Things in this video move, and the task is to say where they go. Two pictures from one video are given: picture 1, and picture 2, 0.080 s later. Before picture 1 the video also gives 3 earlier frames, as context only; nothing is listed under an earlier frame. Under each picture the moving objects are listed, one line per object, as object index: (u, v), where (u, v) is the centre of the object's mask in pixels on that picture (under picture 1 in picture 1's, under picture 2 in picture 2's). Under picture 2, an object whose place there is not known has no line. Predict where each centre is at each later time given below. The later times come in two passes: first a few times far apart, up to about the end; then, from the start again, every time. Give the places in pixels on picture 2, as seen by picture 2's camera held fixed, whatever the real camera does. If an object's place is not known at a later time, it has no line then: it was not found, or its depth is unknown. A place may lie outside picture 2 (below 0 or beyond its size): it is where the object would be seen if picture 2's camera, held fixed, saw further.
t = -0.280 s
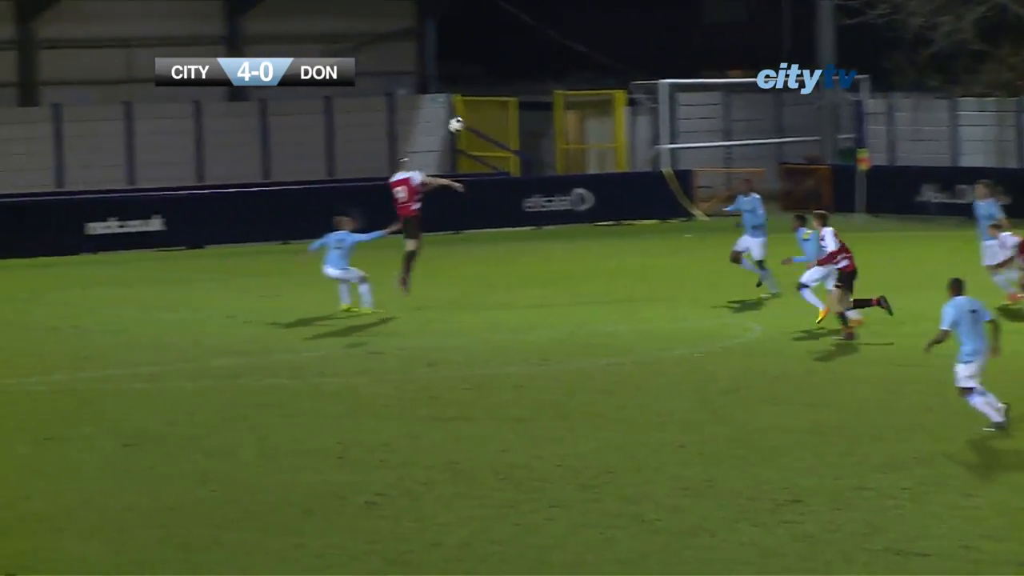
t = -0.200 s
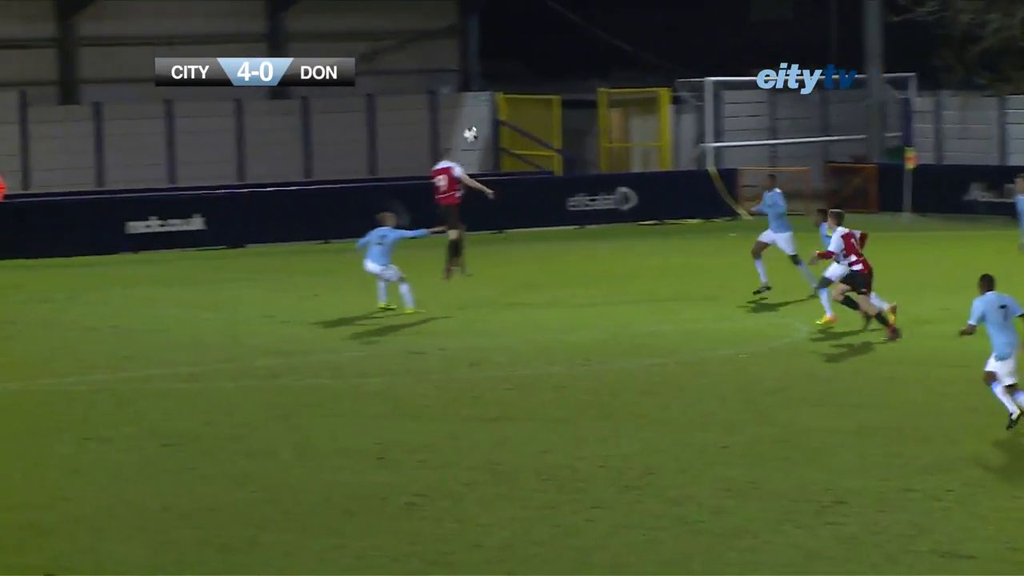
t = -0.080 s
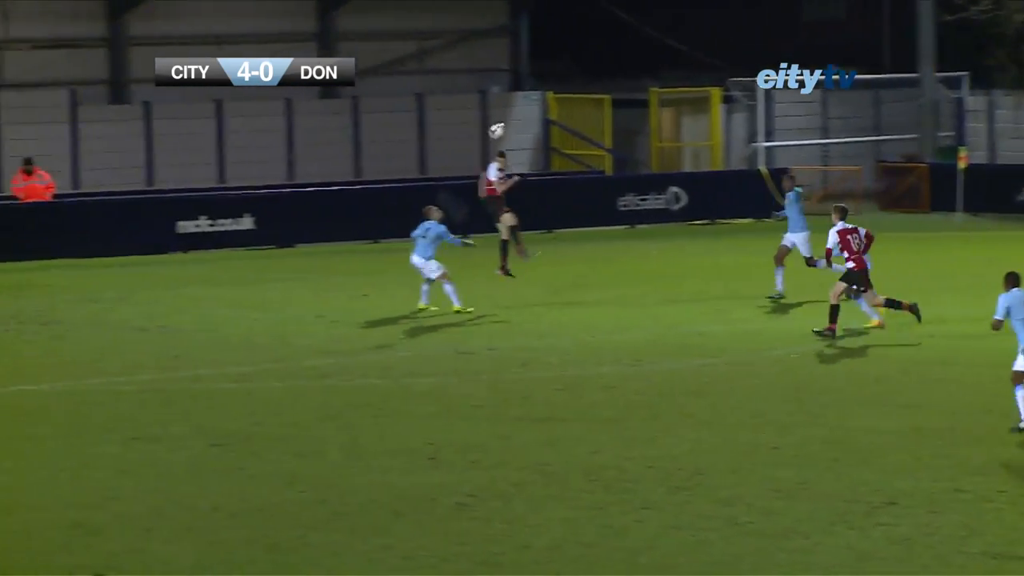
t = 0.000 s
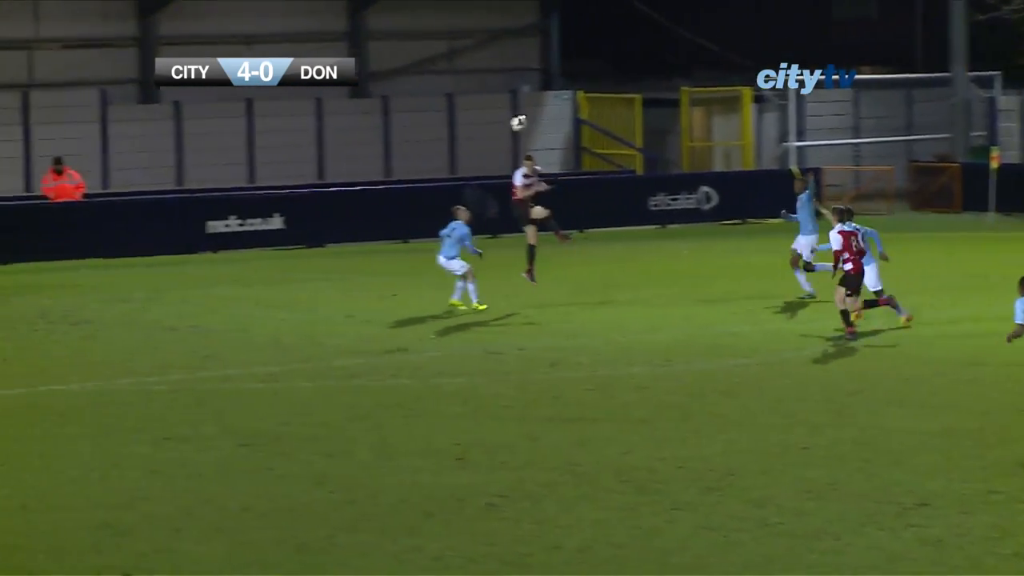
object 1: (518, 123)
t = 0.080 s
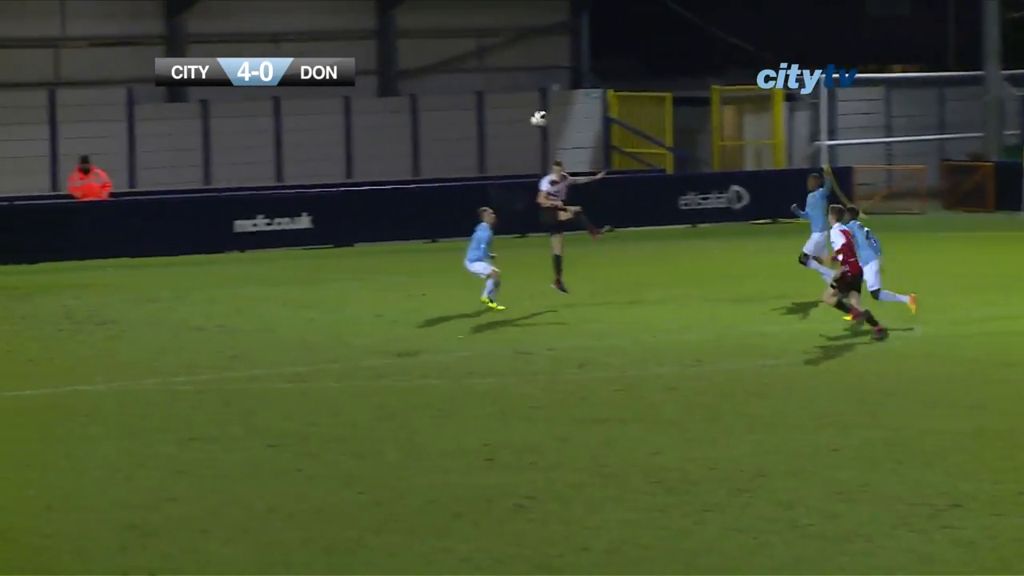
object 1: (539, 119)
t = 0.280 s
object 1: (515, 130)
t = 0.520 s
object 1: (491, 186)
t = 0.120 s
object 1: (534, 118)
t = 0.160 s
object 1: (529, 119)
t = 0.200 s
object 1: (524, 122)
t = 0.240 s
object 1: (519, 125)
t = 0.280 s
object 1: (515, 130)
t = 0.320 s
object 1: (511, 136)
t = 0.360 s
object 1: (506, 144)
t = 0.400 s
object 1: (502, 152)
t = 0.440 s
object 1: (498, 162)
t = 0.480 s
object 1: (494, 173)
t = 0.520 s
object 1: (491, 186)
